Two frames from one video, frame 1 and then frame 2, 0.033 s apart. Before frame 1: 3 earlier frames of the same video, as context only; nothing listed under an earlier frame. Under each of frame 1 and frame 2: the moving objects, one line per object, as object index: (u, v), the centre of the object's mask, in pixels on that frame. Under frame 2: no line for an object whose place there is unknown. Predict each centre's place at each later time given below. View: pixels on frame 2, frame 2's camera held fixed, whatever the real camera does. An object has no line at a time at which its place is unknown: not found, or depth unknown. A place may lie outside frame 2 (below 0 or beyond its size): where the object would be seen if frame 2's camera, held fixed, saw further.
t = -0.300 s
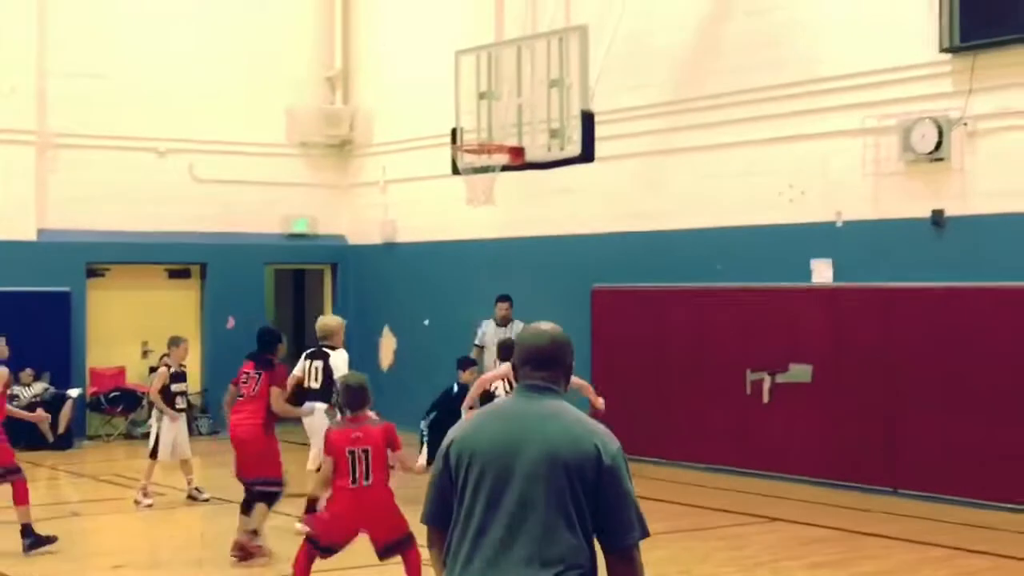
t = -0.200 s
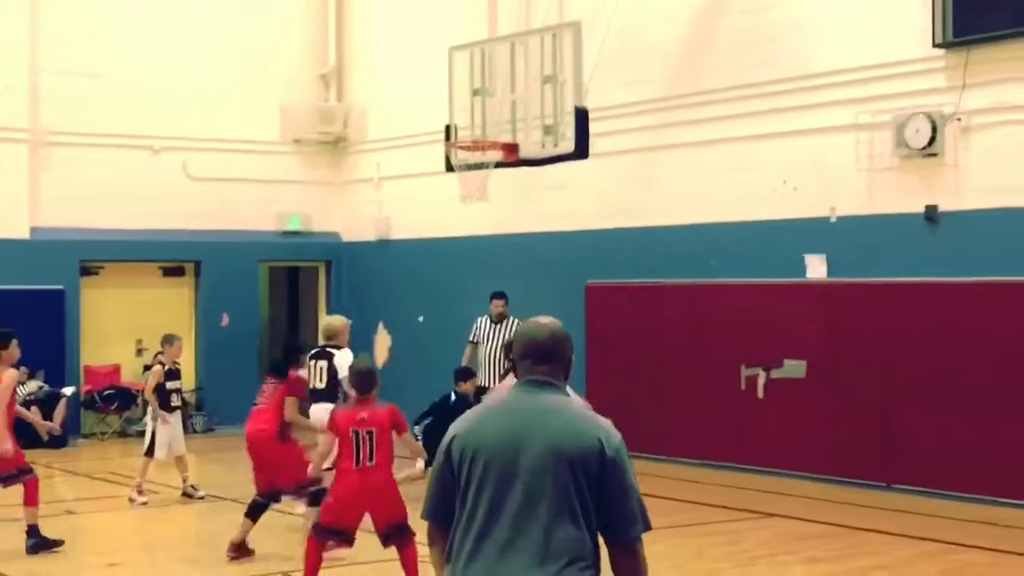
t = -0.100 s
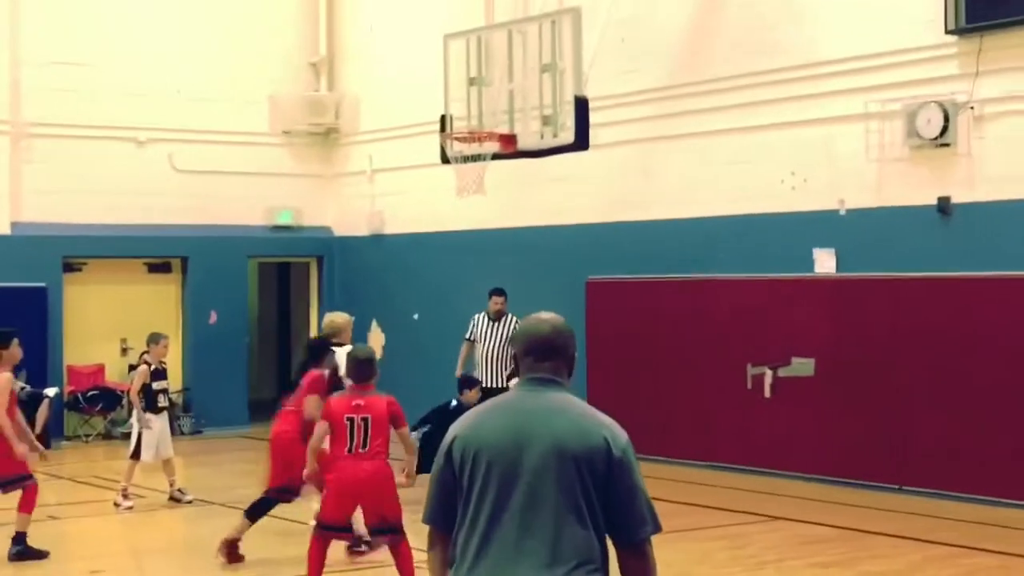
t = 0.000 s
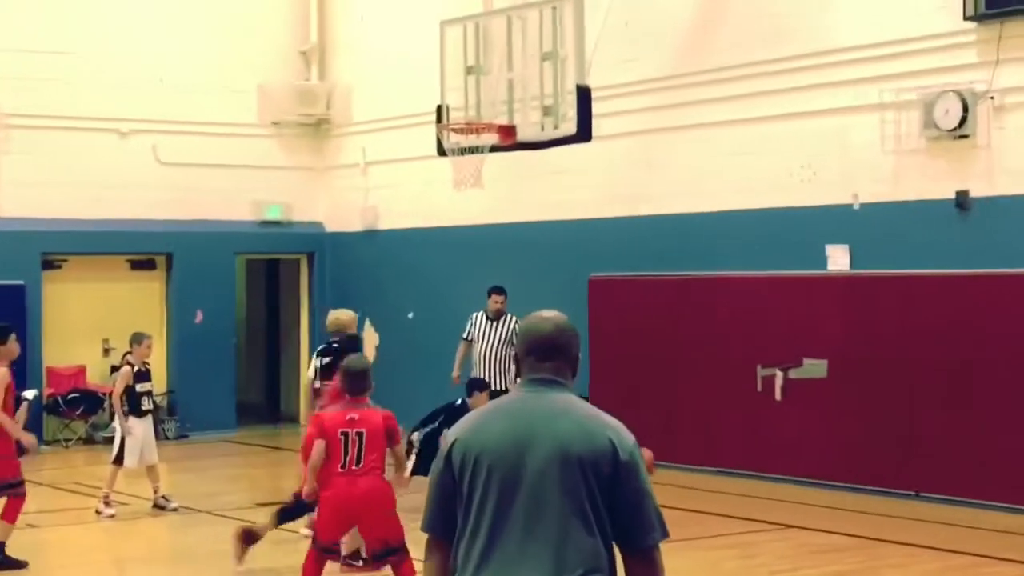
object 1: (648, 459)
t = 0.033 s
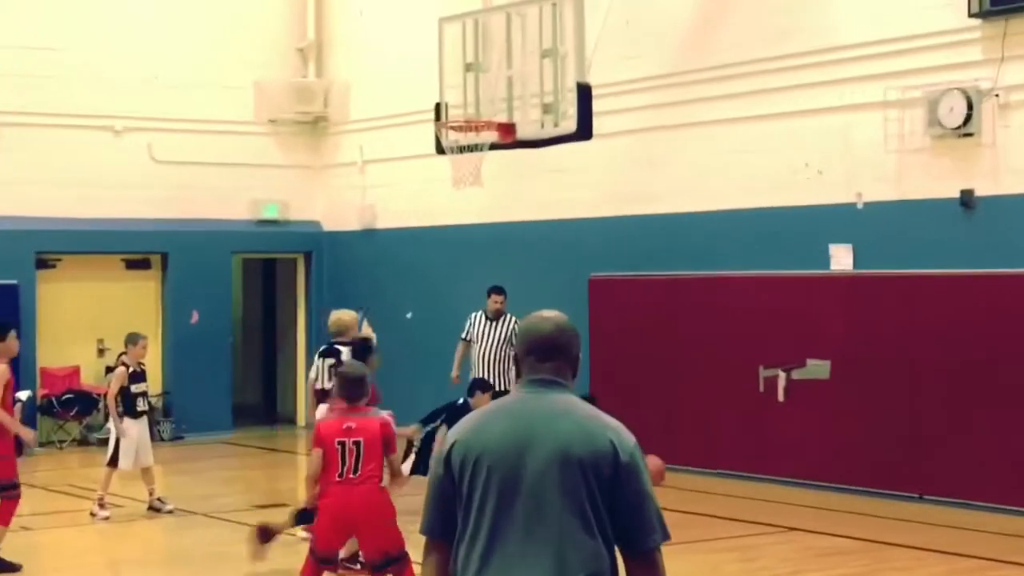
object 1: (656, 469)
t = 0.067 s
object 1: (661, 471)
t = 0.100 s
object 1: (666, 479)
